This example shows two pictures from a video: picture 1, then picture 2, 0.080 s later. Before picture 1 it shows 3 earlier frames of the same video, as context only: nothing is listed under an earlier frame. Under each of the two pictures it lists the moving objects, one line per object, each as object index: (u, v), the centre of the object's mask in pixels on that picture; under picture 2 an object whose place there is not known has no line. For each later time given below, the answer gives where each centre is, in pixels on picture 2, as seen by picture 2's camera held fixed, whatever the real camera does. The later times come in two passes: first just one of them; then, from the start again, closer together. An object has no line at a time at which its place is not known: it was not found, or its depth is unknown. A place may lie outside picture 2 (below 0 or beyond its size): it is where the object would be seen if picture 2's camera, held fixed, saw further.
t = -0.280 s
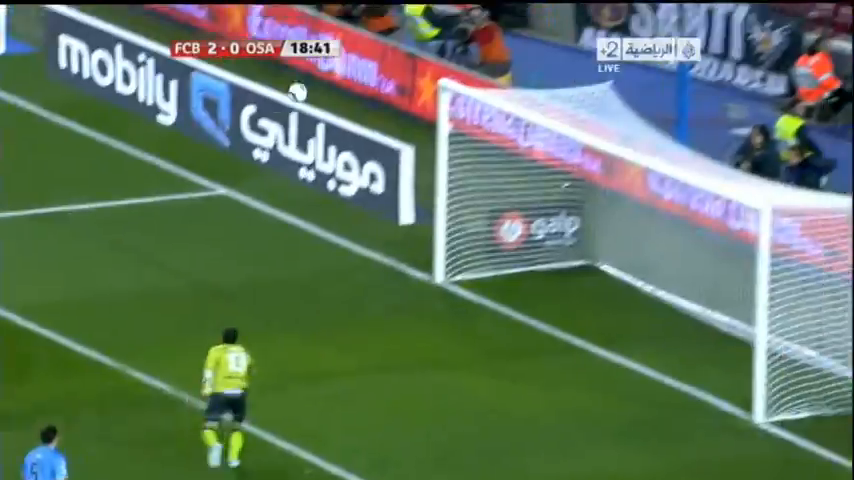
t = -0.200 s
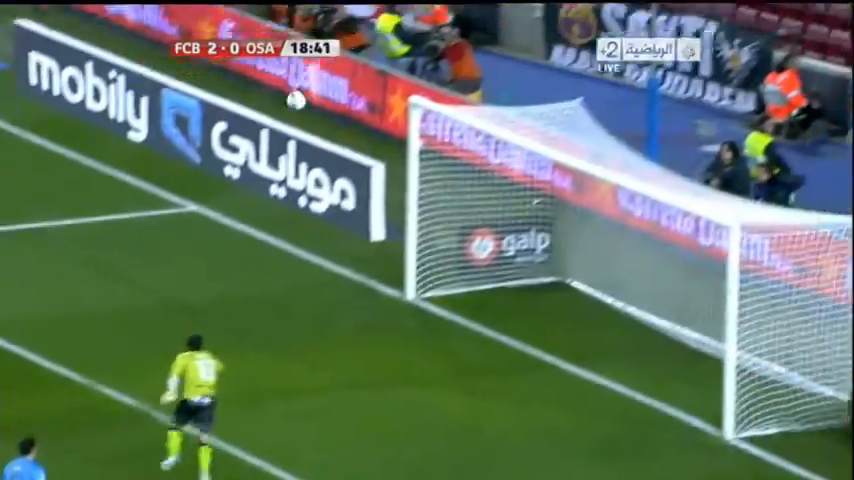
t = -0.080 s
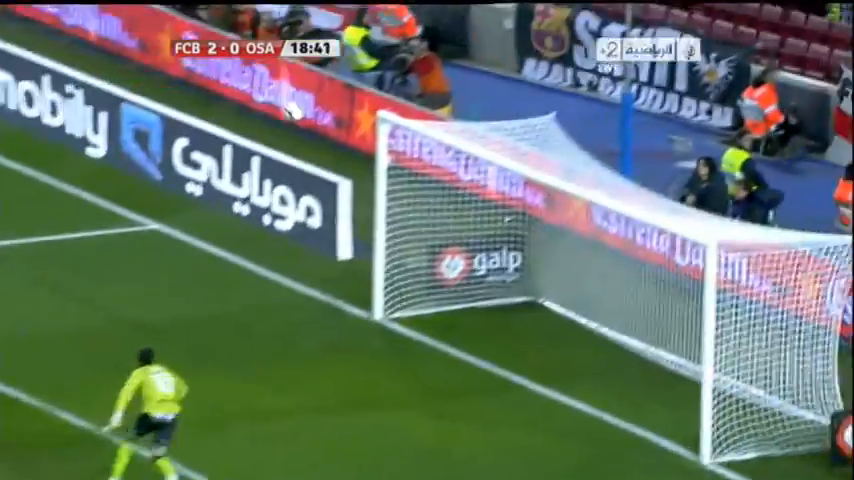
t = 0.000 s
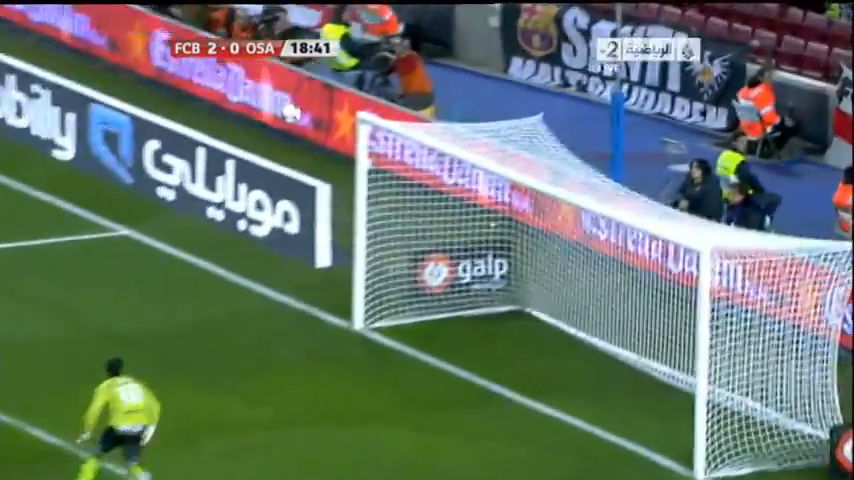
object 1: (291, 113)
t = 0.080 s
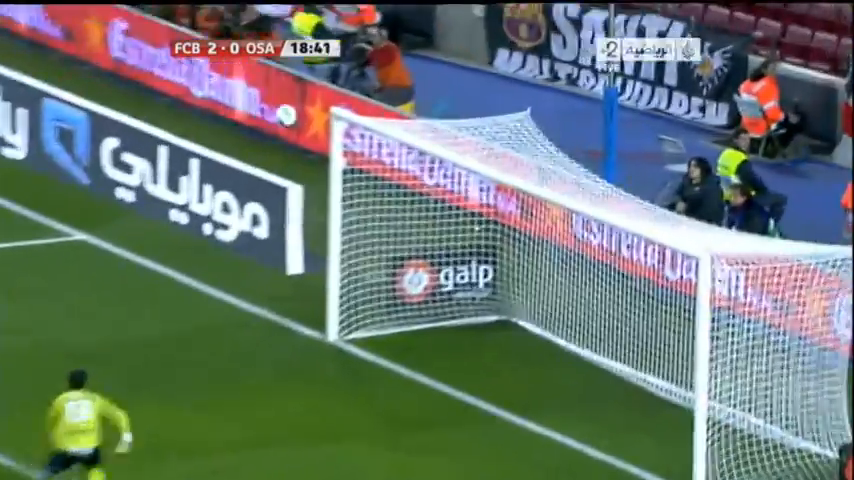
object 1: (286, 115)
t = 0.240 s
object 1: (326, 138)
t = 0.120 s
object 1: (297, 120)
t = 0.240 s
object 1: (326, 138)
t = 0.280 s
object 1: (333, 144)
